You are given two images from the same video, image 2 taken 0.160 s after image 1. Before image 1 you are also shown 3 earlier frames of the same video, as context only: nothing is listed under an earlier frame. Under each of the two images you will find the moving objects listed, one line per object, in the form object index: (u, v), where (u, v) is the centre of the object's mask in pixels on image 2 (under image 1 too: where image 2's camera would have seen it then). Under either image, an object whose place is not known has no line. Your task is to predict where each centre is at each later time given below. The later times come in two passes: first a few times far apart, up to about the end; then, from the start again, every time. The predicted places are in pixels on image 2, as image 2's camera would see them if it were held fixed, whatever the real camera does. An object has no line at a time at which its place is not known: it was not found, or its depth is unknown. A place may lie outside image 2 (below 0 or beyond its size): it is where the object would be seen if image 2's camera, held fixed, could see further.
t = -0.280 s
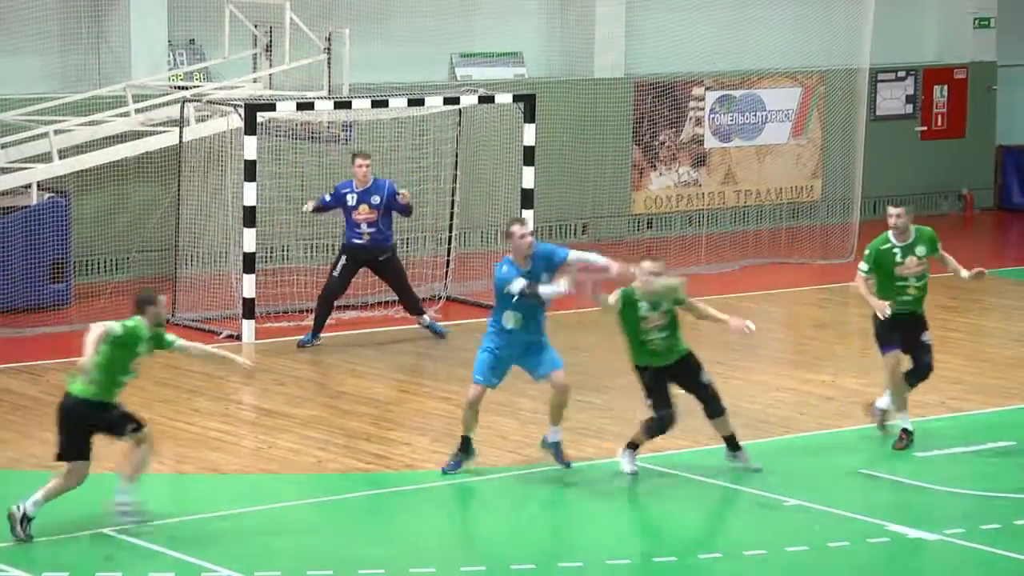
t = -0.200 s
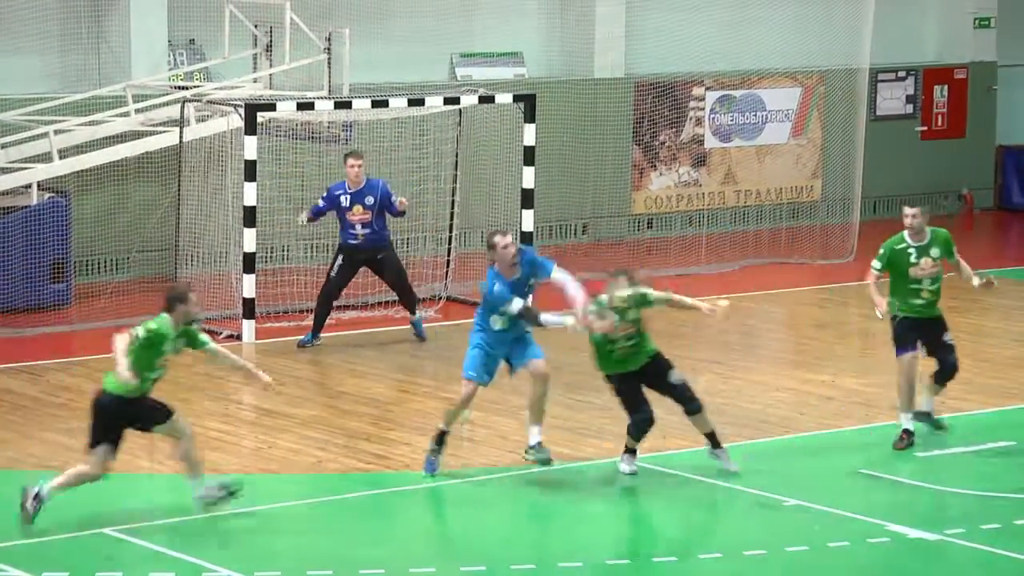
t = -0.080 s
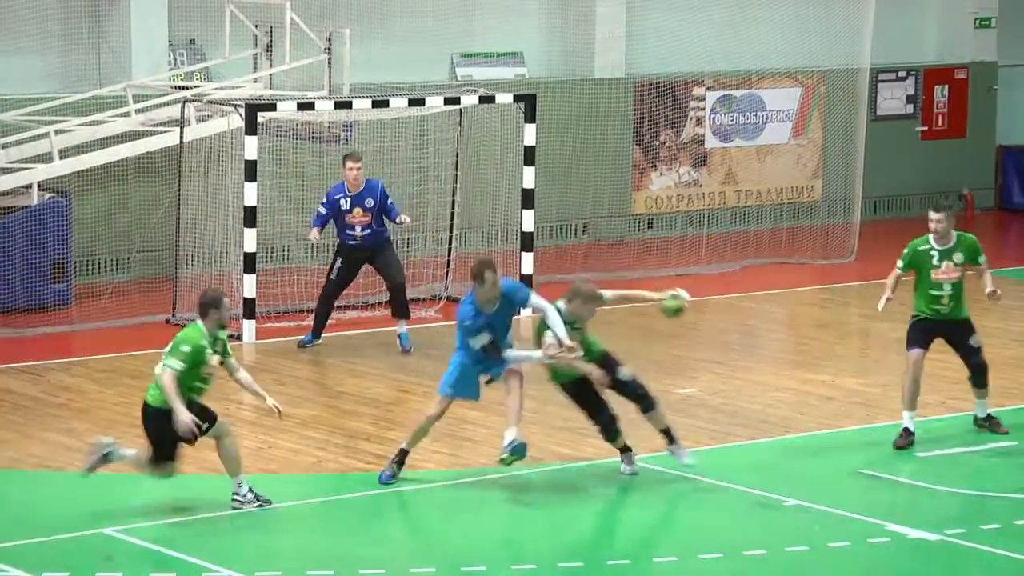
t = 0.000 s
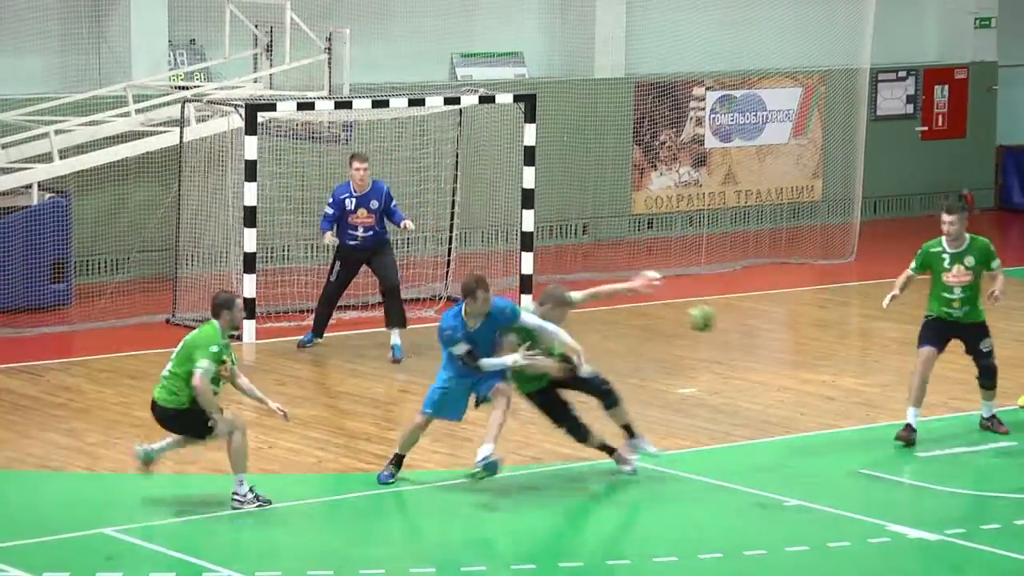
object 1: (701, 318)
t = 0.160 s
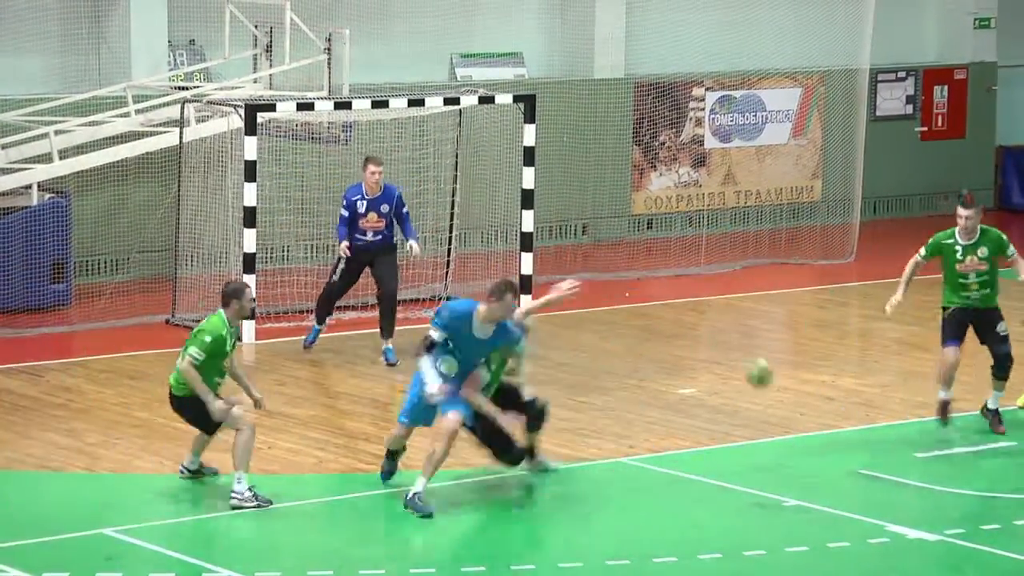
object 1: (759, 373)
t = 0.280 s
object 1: (802, 438)
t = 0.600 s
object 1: (877, 388)
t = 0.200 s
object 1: (773, 393)
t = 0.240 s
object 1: (788, 418)
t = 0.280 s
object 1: (802, 438)
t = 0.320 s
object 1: (815, 466)
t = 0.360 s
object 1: (825, 465)
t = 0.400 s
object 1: (833, 447)
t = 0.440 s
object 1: (843, 431)
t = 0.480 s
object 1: (853, 417)
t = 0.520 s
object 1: (860, 406)
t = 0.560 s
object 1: (868, 395)
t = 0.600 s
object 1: (877, 388)
